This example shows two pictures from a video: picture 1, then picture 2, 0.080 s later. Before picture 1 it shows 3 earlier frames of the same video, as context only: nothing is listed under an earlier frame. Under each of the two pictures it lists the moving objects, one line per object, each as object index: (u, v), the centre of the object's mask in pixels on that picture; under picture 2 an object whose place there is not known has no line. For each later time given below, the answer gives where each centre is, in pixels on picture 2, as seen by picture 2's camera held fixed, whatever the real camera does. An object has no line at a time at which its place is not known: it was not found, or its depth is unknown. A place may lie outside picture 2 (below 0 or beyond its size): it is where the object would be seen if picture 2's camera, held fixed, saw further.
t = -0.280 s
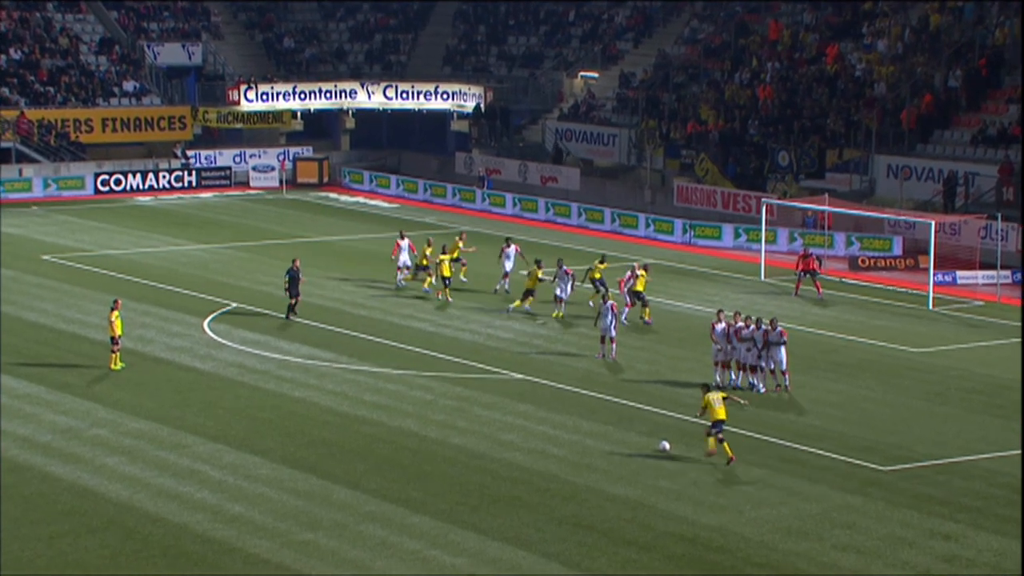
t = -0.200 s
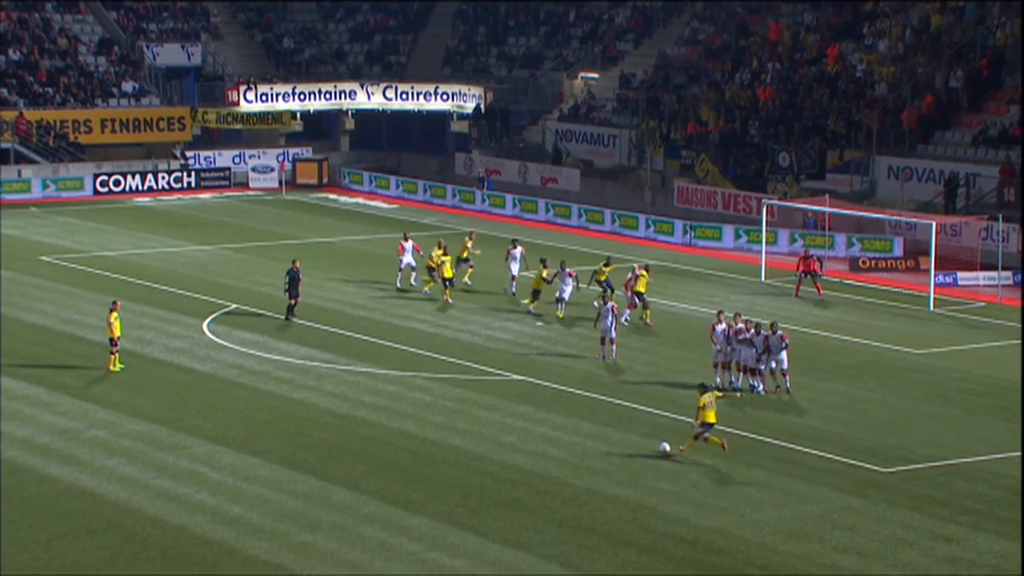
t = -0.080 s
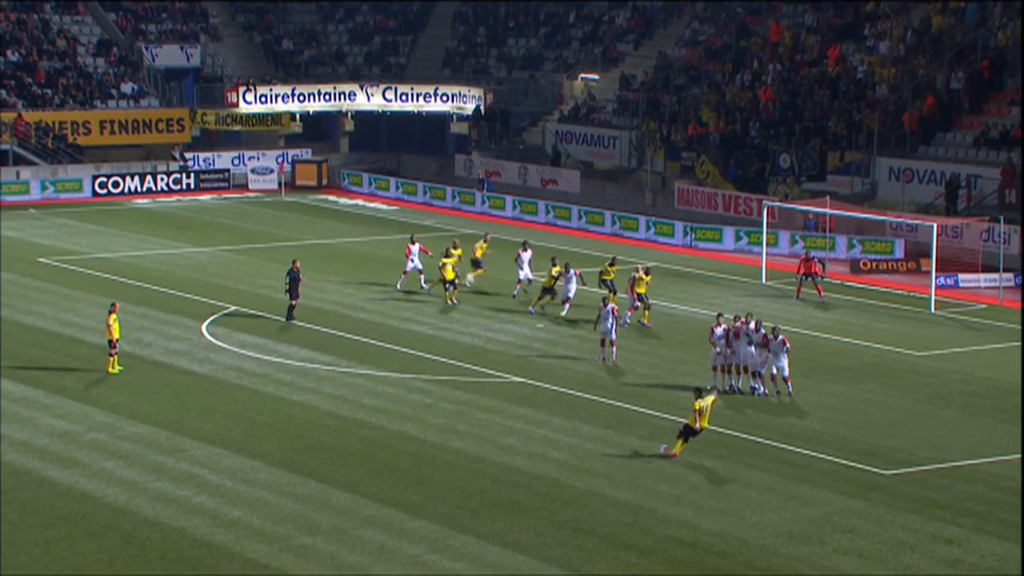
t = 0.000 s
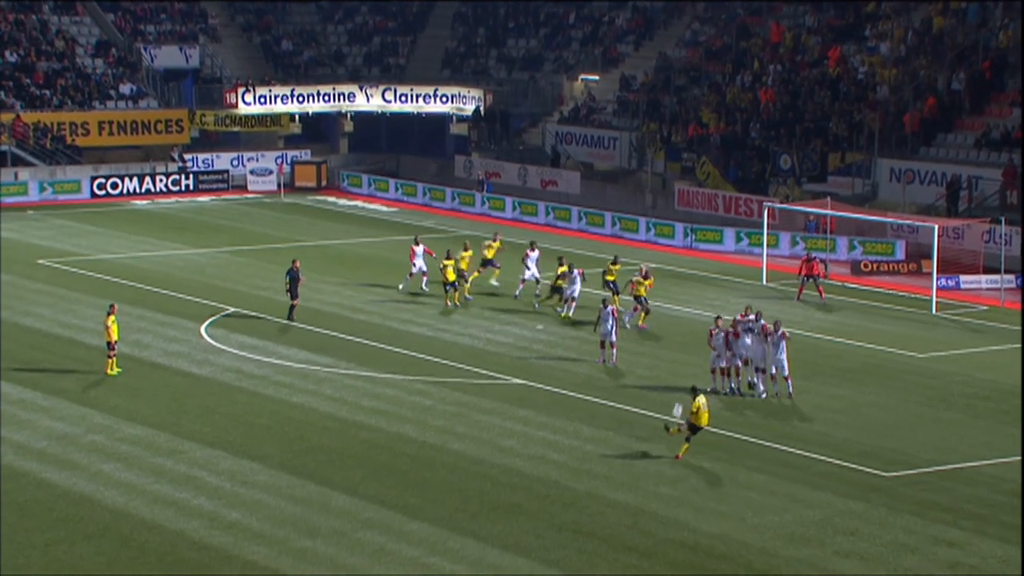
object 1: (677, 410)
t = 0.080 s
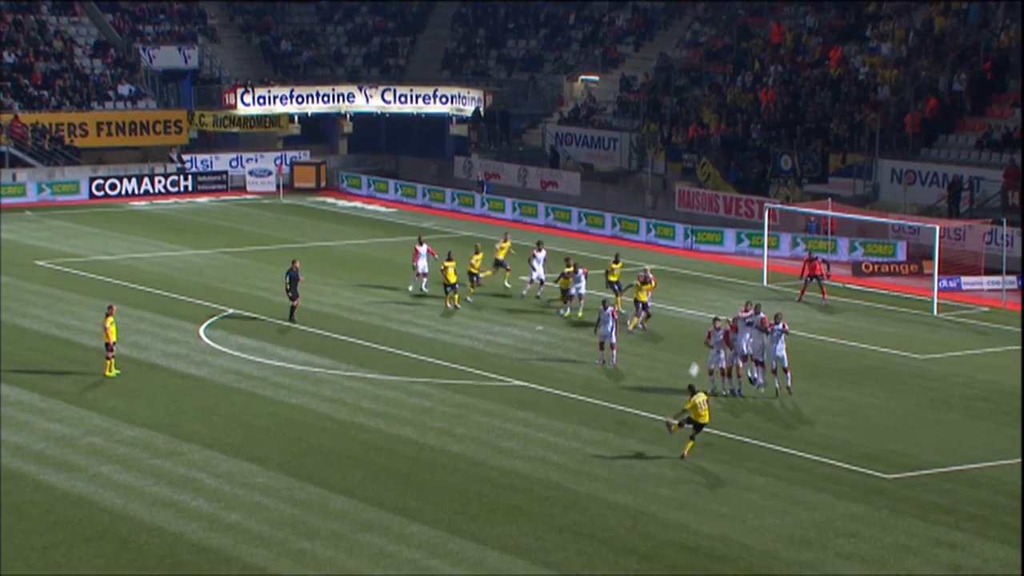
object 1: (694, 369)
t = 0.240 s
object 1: (730, 306)
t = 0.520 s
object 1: (804, 243)
